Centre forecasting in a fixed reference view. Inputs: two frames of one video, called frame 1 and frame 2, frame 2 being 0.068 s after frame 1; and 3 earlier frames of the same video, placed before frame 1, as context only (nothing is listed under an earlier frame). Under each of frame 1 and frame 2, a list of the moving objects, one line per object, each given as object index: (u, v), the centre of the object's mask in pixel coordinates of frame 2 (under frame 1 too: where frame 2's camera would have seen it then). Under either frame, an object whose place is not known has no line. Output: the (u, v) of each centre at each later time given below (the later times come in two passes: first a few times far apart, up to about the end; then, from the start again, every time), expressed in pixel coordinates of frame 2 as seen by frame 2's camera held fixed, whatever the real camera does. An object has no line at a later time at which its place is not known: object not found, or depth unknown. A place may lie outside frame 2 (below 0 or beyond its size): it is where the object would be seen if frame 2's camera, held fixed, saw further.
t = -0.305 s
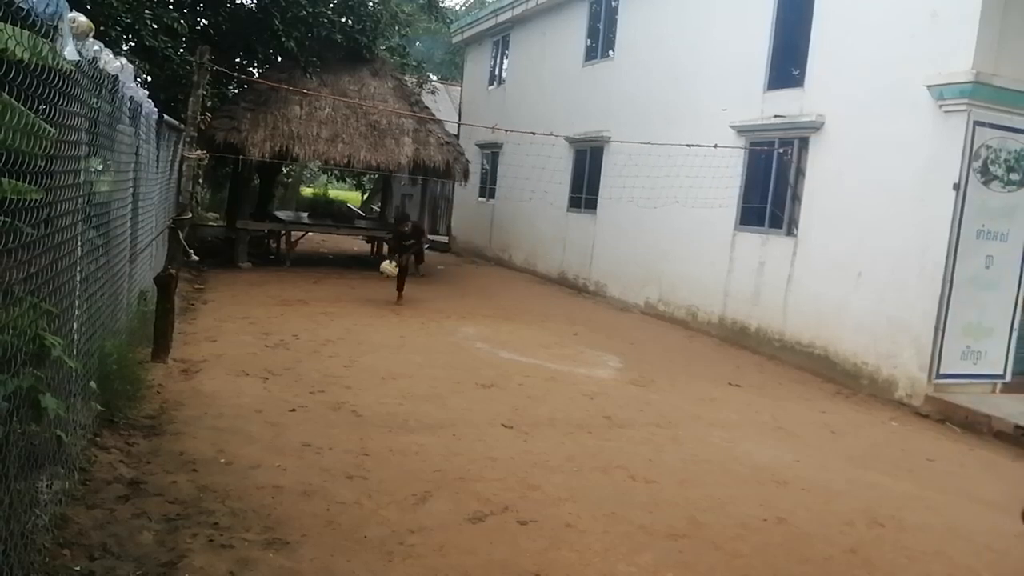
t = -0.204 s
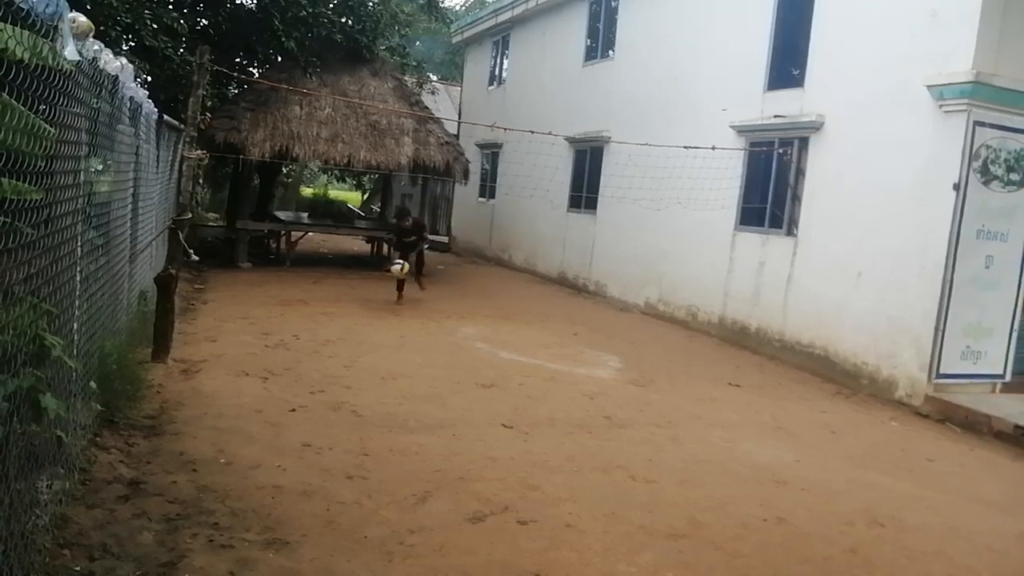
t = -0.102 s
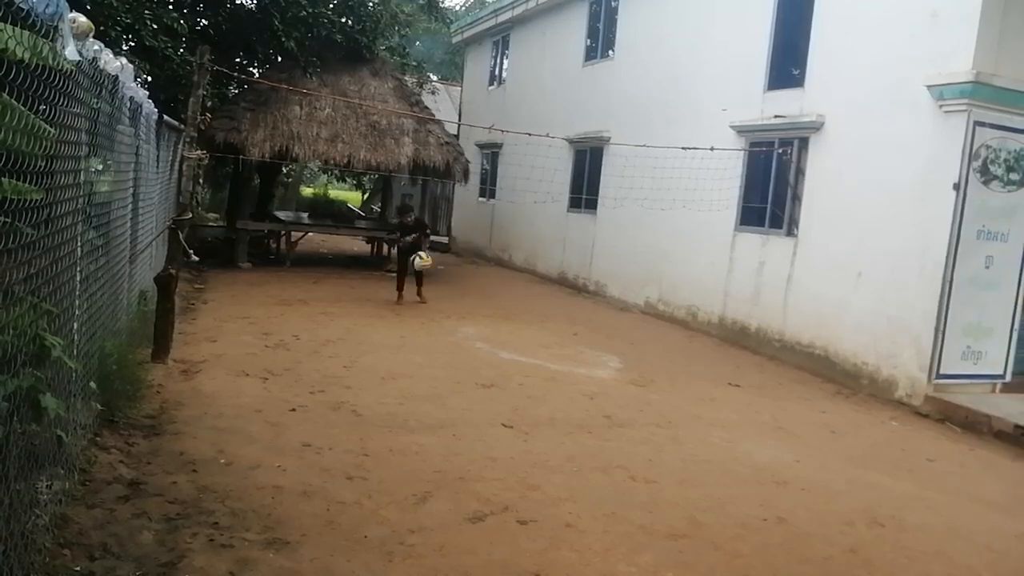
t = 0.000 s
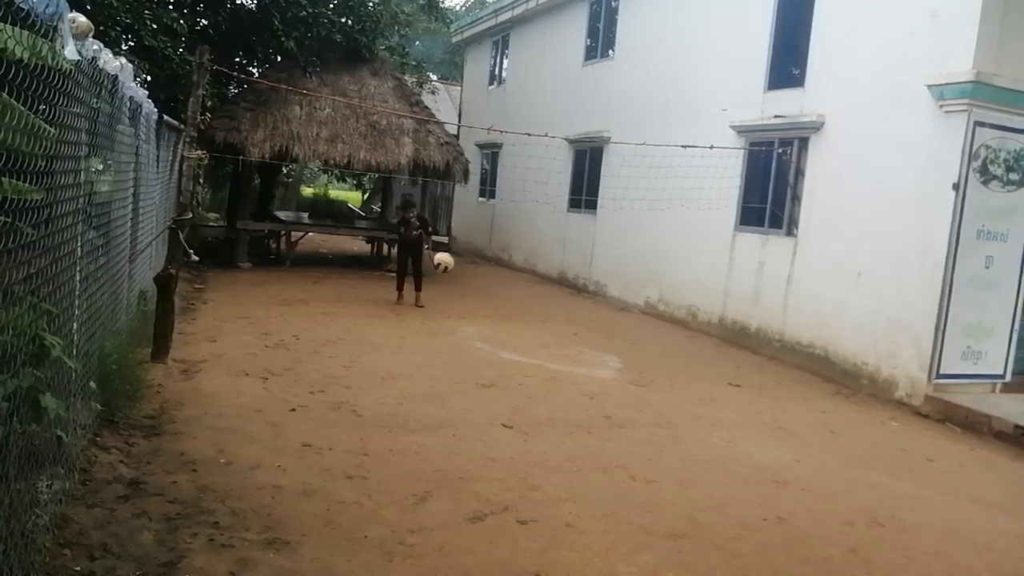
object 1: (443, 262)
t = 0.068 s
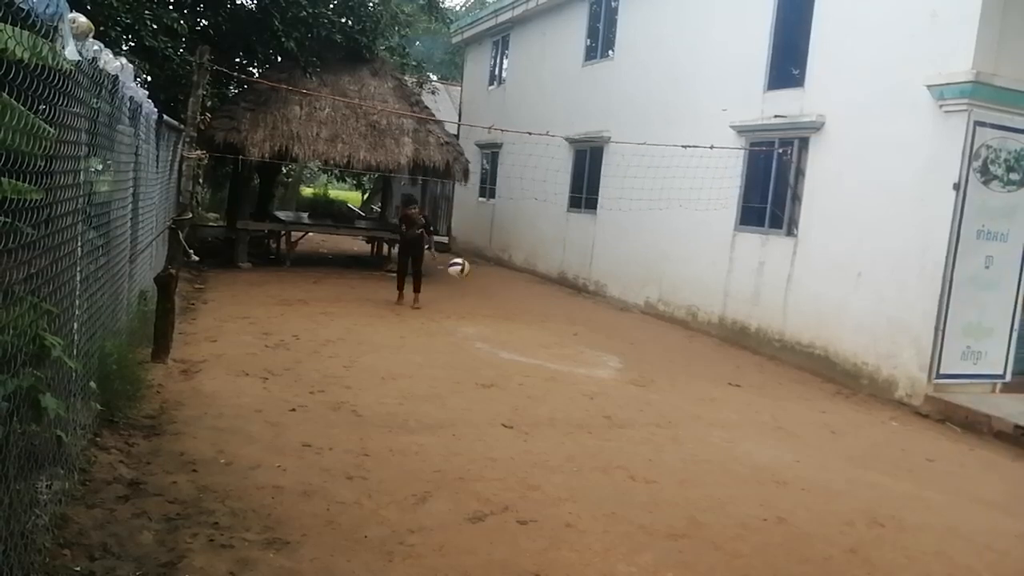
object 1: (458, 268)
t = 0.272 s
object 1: (508, 325)
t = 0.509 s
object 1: (575, 337)
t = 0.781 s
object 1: (664, 396)
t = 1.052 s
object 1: (792, 421)
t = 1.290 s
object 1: (938, 514)
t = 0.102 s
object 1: (466, 274)
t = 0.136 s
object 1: (475, 281)
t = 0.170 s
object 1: (483, 290)
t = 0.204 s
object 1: (492, 299)
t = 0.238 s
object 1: (500, 312)
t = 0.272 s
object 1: (508, 325)
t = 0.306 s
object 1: (518, 341)
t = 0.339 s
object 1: (526, 356)
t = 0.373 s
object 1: (537, 349)
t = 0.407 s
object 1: (546, 345)
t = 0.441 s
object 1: (556, 341)
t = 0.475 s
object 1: (565, 338)
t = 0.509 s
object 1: (575, 337)
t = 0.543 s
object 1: (586, 339)
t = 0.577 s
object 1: (596, 341)
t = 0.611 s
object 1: (607, 346)
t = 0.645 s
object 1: (618, 352)
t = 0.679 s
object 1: (629, 359)
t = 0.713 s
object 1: (641, 370)
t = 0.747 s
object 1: (652, 382)
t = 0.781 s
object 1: (664, 396)
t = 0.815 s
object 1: (676, 413)
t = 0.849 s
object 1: (689, 422)
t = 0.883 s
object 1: (706, 418)
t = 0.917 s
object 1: (722, 414)
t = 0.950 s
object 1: (739, 413)
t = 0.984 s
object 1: (755, 413)
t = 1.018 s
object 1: (773, 415)
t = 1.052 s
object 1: (792, 421)
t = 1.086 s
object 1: (811, 428)
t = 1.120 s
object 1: (830, 438)
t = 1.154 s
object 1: (850, 450)
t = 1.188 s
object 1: (870, 465)
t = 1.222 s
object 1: (892, 484)
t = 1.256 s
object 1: (913, 508)
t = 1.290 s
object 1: (938, 514)
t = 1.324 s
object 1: (966, 512)
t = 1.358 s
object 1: (993, 511)
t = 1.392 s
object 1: (1011, 512)
